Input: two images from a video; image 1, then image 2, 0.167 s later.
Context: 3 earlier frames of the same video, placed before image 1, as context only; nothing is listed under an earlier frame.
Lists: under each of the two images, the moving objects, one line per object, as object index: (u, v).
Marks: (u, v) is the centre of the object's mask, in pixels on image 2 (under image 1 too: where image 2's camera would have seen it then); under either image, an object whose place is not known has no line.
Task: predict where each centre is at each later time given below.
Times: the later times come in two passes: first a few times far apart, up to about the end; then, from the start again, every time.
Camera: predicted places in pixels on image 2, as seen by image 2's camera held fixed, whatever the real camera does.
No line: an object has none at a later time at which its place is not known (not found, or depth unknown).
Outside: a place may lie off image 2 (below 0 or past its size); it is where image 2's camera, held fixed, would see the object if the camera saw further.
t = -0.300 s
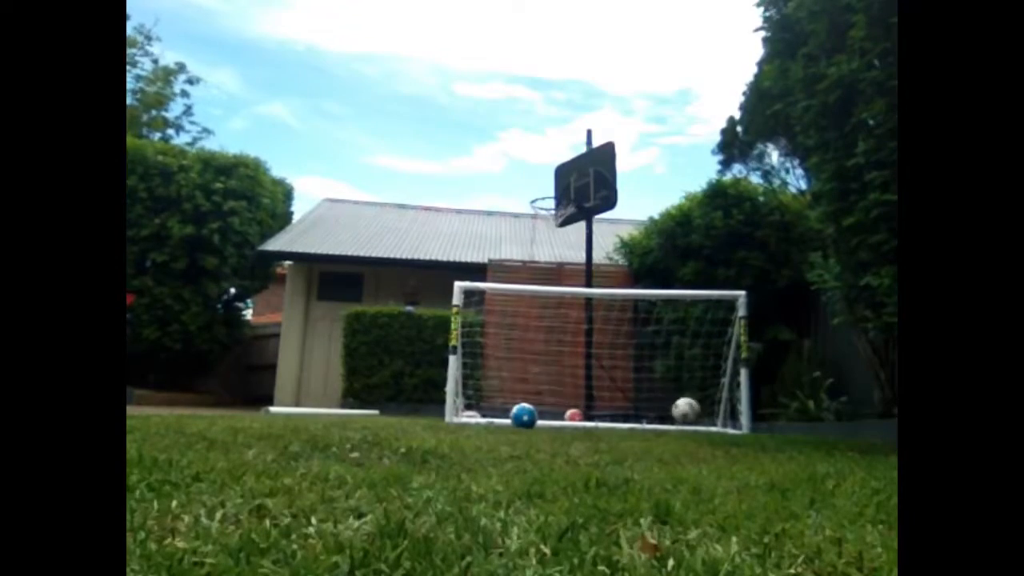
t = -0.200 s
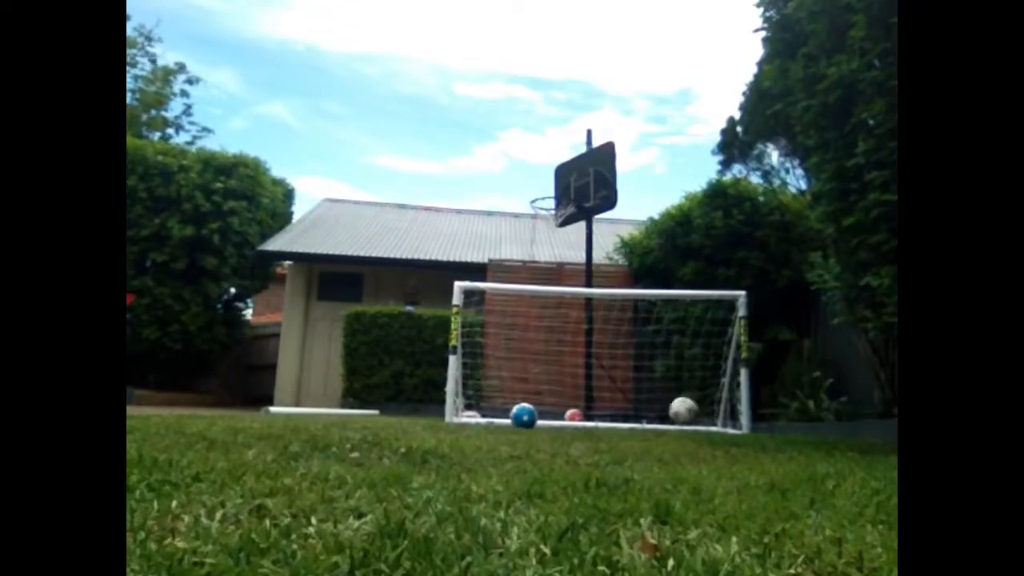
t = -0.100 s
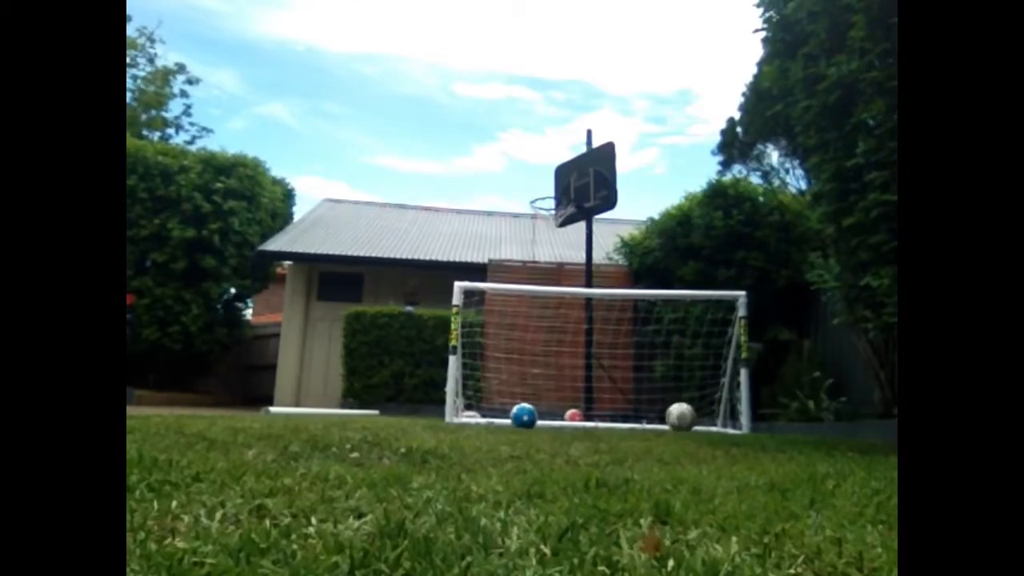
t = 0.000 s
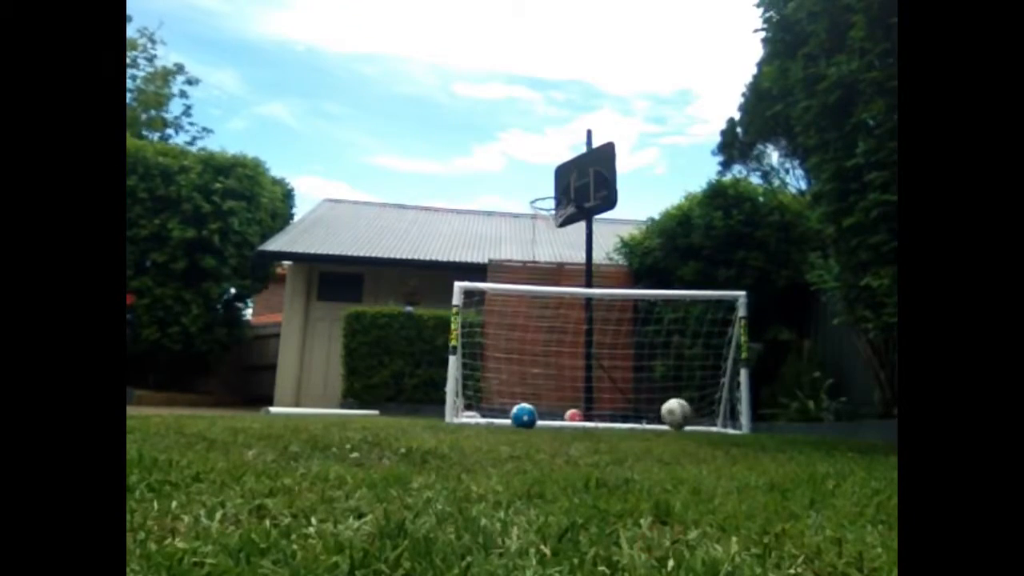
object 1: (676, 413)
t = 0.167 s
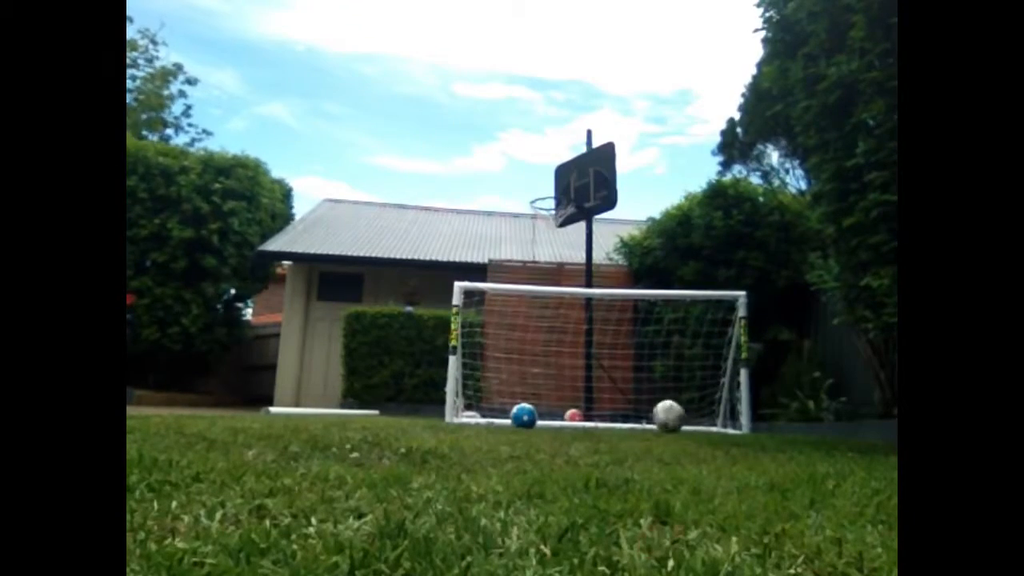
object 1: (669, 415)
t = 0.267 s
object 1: (664, 416)
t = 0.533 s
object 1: (646, 418)
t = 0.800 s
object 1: (626, 416)
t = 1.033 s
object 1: (605, 416)
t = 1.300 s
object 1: (579, 414)
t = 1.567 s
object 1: (548, 415)
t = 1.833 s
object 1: (517, 412)
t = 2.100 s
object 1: (488, 413)
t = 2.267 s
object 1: (468, 411)
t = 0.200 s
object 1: (667, 416)
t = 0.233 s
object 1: (666, 417)
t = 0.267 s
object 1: (664, 416)
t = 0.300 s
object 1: (662, 416)
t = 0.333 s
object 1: (661, 417)
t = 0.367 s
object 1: (659, 419)
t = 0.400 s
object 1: (657, 419)
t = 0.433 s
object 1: (654, 418)
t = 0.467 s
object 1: (652, 418)
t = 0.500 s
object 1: (649, 419)
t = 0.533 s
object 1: (646, 418)
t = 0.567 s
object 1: (644, 418)
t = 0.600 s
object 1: (641, 418)
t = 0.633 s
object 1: (639, 417)
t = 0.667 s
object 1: (636, 417)
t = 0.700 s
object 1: (634, 417)
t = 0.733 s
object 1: (631, 416)
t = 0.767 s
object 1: (629, 415)
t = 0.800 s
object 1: (626, 416)
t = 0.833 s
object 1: (624, 416)
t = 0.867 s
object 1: (621, 416)
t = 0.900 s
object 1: (618, 416)
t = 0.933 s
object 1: (615, 417)
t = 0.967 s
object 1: (611, 417)
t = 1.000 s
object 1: (608, 417)
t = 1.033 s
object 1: (605, 416)
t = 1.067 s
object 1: (602, 416)
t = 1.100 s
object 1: (599, 416)
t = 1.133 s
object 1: (596, 416)
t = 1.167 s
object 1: (592, 416)
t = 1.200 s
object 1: (588, 416)
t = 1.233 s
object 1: (586, 416)
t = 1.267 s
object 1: (582, 415)
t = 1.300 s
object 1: (579, 414)
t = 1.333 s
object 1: (575, 415)
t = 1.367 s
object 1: (571, 415)
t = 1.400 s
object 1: (567, 416)
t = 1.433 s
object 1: (563, 416)
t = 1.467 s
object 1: (559, 415)
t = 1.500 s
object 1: (555, 417)
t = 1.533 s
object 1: (552, 416)
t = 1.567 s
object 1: (548, 415)
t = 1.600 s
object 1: (544, 415)
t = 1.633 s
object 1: (540, 415)
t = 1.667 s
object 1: (536, 414)
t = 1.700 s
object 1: (532, 414)
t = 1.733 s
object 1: (528, 415)
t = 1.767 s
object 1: (524, 415)
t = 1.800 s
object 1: (521, 414)
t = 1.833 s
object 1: (517, 412)
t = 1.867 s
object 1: (514, 411)
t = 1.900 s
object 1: (511, 412)
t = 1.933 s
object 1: (508, 413)
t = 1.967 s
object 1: (501, 412)
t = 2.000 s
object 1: (499, 413)
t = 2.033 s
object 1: (495, 413)
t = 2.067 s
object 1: (491, 413)
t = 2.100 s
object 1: (488, 413)
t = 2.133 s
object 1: (484, 414)
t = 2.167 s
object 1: (481, 414)
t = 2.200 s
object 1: (476, 413)
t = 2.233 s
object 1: (471, 412)
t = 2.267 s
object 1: (468, 411)
